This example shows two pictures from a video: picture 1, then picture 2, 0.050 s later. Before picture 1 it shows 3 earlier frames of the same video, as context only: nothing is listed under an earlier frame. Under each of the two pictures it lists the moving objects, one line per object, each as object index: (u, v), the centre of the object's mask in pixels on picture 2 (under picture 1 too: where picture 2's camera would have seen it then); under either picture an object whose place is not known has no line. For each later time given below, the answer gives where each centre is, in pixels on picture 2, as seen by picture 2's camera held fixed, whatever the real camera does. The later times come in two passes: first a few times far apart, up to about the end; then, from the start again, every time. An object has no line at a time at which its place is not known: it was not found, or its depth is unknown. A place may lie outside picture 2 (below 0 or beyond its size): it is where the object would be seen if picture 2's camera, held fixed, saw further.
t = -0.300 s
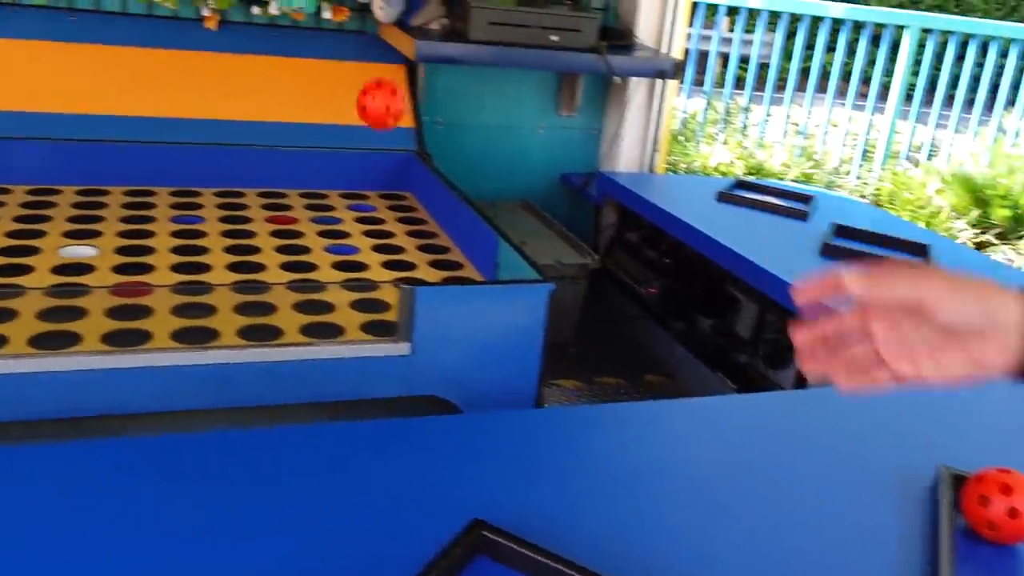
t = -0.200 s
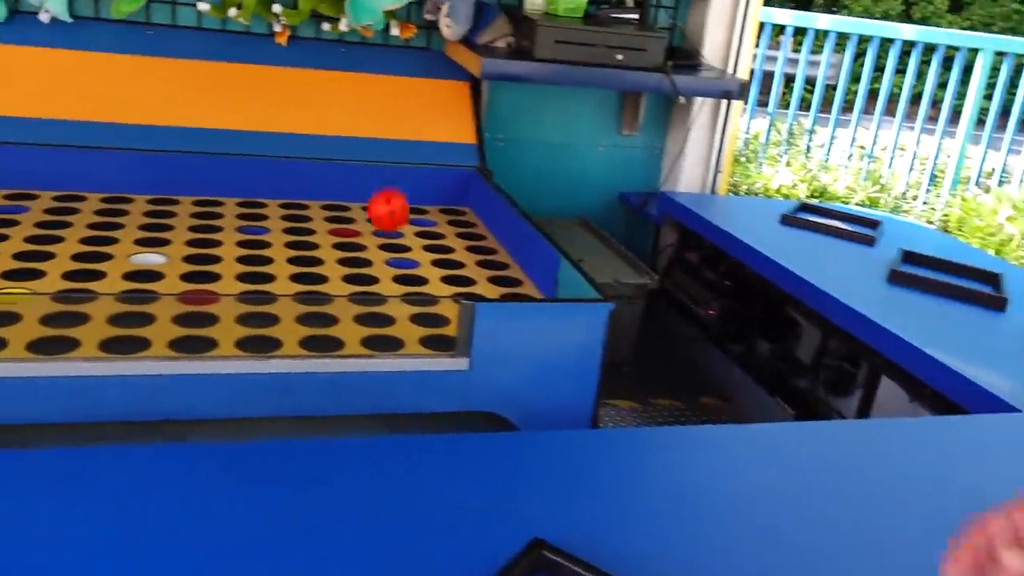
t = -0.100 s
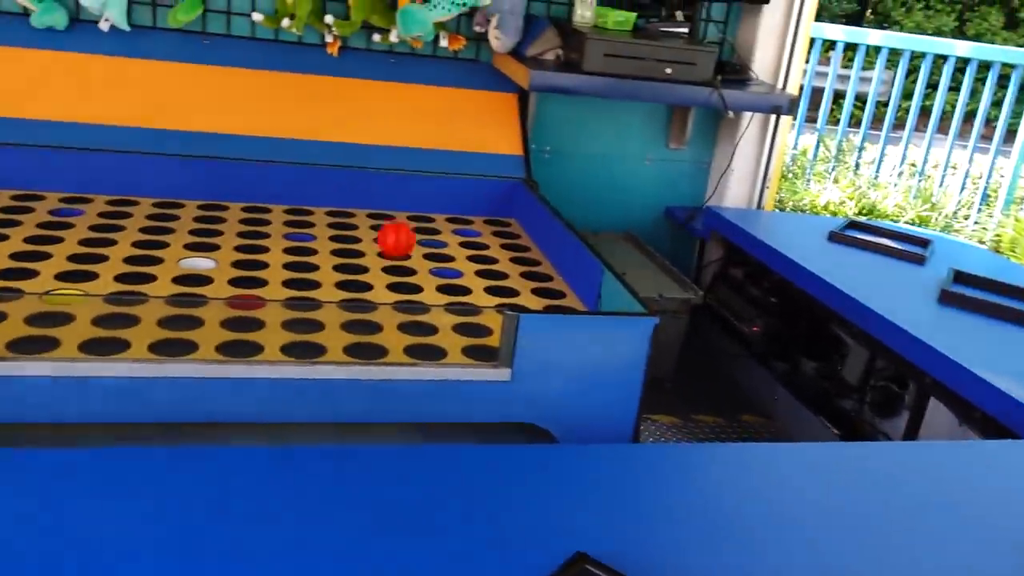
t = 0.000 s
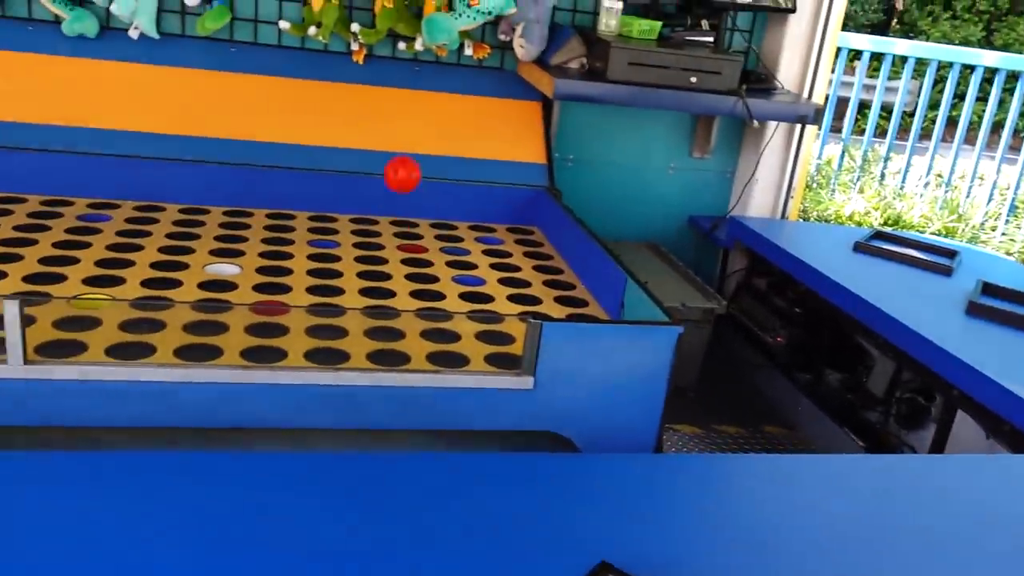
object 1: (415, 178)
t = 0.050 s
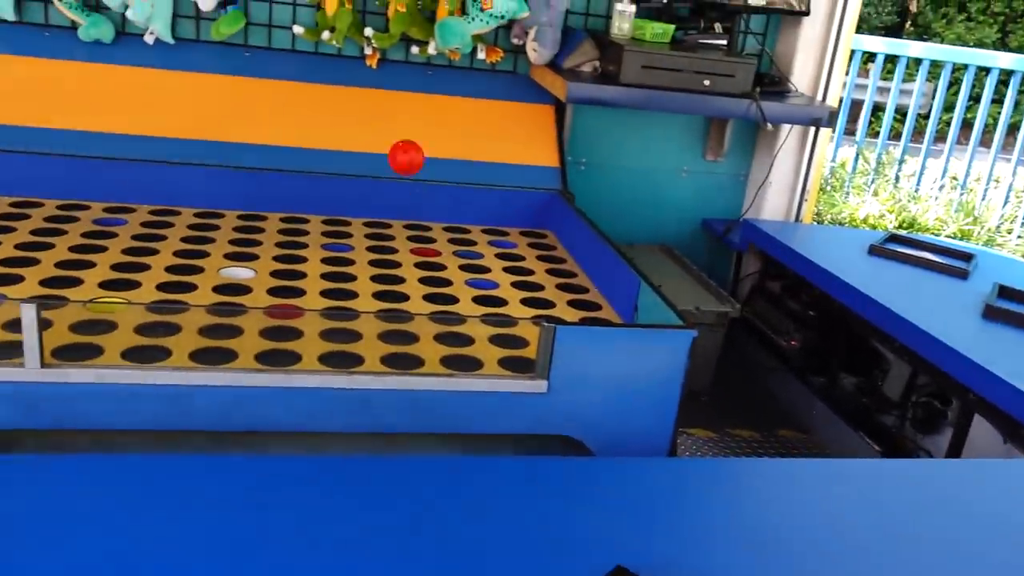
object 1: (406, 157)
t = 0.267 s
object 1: (363, 173)
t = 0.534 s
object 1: (324, 146)
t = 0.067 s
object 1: (403, 153)
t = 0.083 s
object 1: (399, 149)
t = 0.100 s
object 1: (396, 146)
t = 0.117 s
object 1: (393, 145)
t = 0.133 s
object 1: (390, 144)
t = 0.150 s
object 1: (386, 144)
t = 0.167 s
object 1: (383, 146)
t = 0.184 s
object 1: (380, 148)
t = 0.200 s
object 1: (376, 152)
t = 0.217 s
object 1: (373, 156)
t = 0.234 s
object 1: (370, 161)
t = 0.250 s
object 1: (366, 167)
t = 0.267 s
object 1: (363, 173)
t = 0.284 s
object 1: (359, 180)
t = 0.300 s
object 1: (357, 189)
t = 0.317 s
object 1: (353, 198)
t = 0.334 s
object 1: (349, 208)
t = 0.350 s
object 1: (346, 215)
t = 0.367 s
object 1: (344, 205)
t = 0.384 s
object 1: (342, 196)
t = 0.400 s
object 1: (340, 187)
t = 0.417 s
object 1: (338, 179)
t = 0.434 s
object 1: (336, 172)
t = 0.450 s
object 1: (334, 166)
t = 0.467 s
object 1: (332, 161)
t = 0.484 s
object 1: (330, 156)
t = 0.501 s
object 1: (328, 152)
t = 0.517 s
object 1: (326, 149)
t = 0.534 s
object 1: (324, 146)
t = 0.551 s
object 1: (322, 141)
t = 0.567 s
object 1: (320, 136)
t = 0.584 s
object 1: (318, 132)
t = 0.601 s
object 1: (316, 130)
